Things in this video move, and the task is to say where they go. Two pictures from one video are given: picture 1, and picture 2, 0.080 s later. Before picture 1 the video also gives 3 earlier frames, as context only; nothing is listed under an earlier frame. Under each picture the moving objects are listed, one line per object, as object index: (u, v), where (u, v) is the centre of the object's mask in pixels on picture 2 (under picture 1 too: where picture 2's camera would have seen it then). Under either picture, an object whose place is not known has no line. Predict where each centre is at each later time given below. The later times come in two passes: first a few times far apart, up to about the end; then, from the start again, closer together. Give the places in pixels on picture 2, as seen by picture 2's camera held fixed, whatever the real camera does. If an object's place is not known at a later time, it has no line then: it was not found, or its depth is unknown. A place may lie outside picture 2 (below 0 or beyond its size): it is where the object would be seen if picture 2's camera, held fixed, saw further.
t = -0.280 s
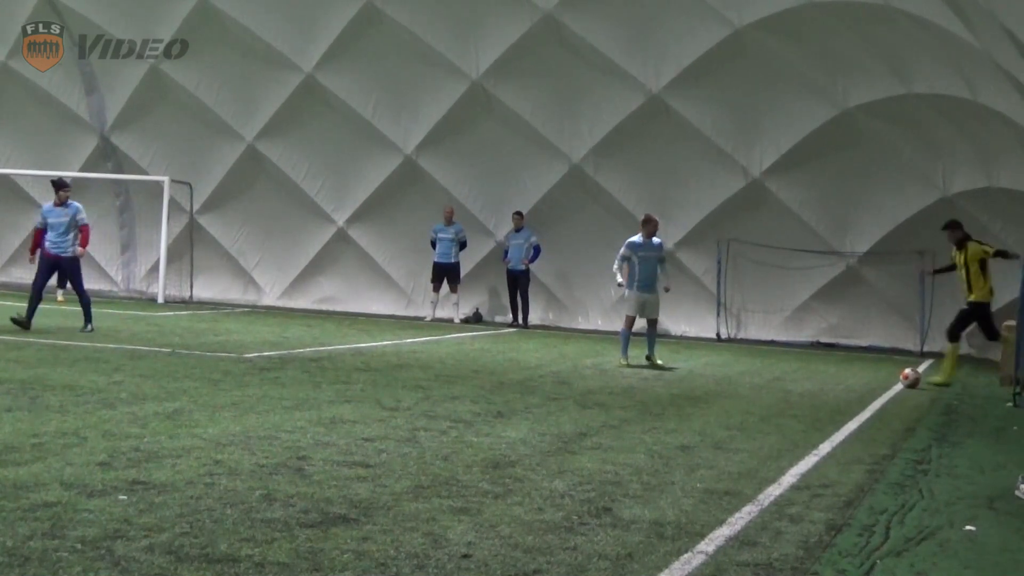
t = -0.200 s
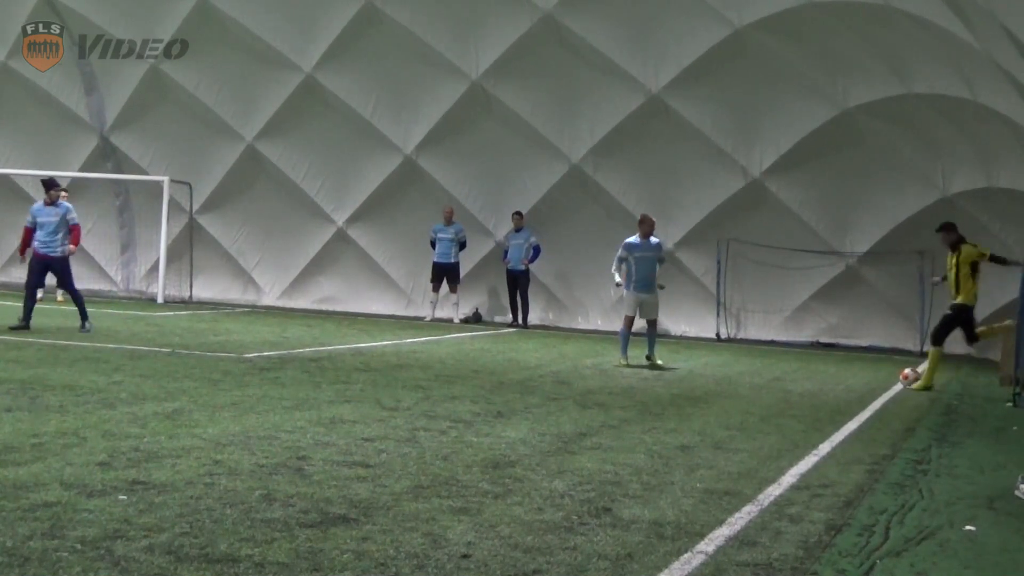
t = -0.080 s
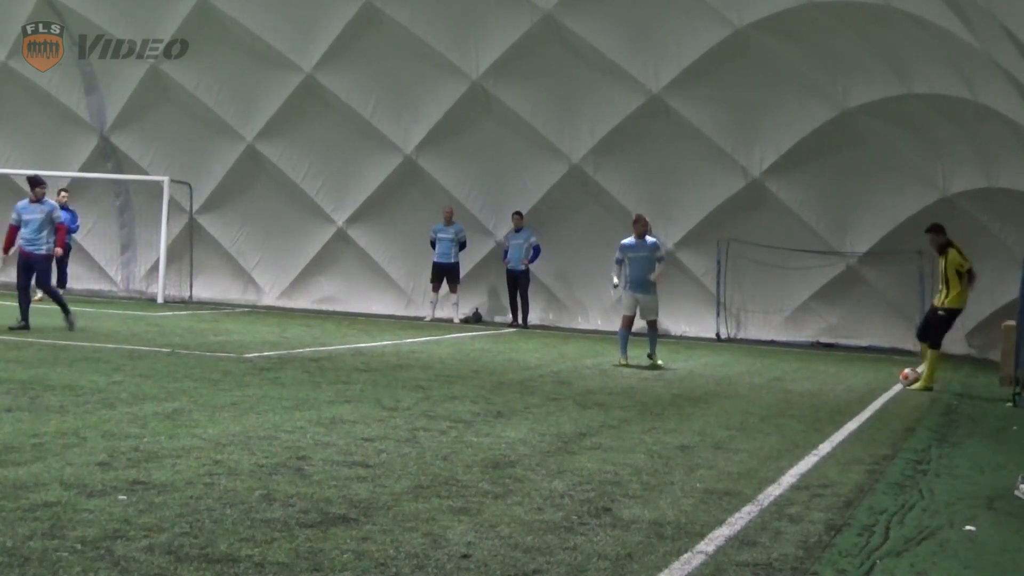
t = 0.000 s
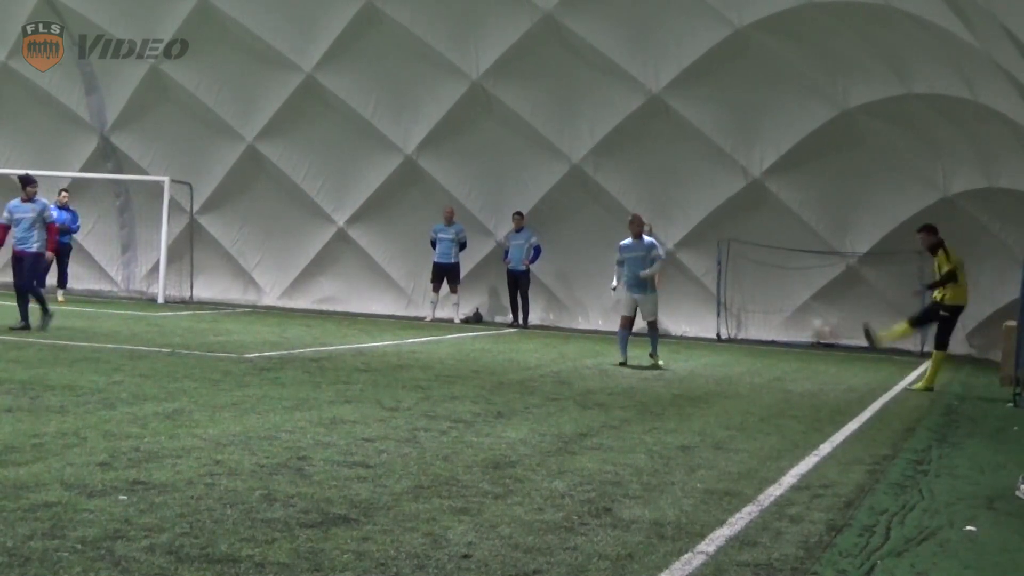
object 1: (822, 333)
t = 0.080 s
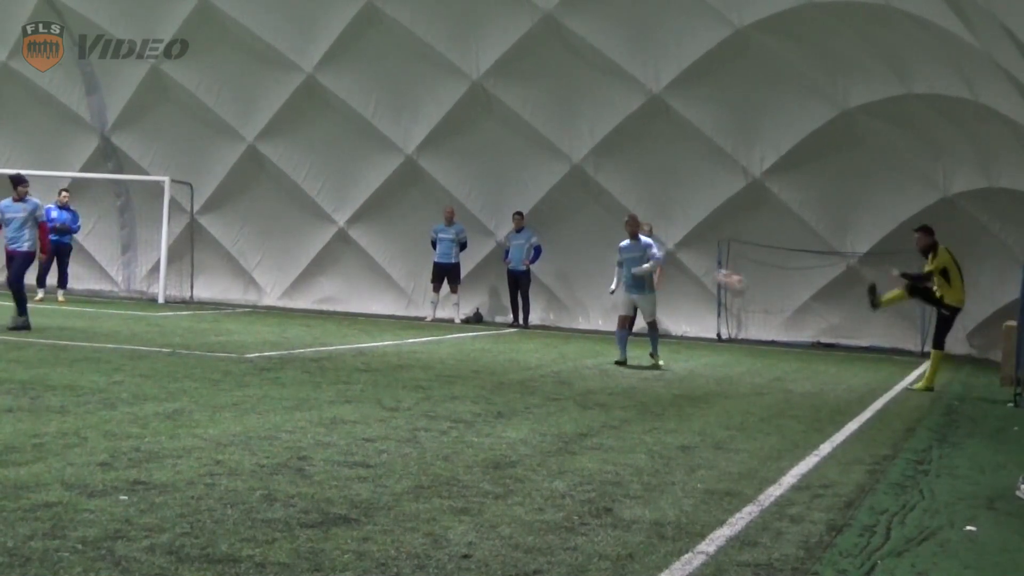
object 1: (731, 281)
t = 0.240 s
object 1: (527, 189)
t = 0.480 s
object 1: (184, 67)
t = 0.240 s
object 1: (527, 189)
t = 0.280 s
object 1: (474, 168)
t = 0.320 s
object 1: (420, 147)
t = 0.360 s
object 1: (363, 126)
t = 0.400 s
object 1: (306, 107)
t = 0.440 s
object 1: (245, 87)
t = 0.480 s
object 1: (184, 67)
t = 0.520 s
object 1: (120, 48)
